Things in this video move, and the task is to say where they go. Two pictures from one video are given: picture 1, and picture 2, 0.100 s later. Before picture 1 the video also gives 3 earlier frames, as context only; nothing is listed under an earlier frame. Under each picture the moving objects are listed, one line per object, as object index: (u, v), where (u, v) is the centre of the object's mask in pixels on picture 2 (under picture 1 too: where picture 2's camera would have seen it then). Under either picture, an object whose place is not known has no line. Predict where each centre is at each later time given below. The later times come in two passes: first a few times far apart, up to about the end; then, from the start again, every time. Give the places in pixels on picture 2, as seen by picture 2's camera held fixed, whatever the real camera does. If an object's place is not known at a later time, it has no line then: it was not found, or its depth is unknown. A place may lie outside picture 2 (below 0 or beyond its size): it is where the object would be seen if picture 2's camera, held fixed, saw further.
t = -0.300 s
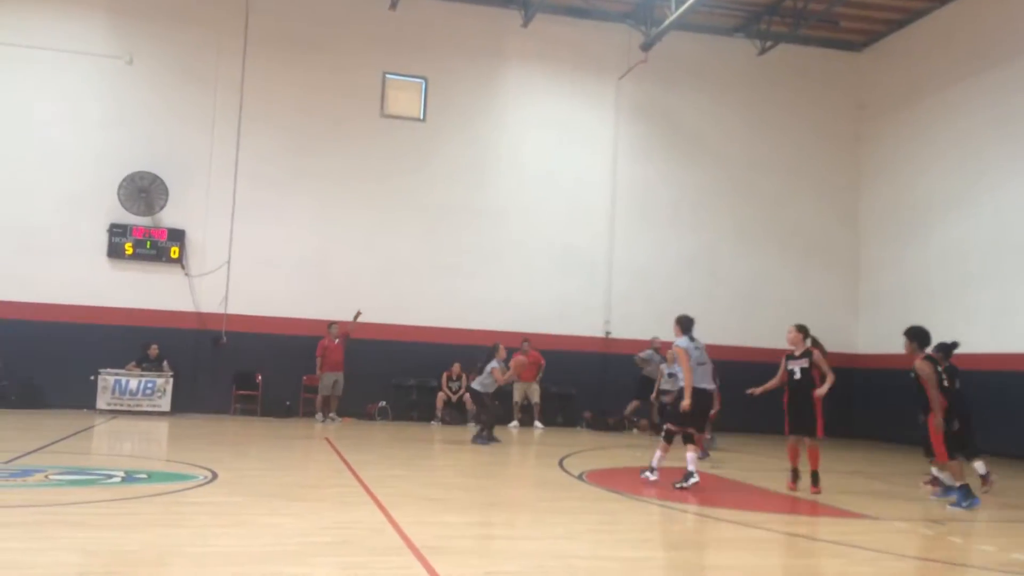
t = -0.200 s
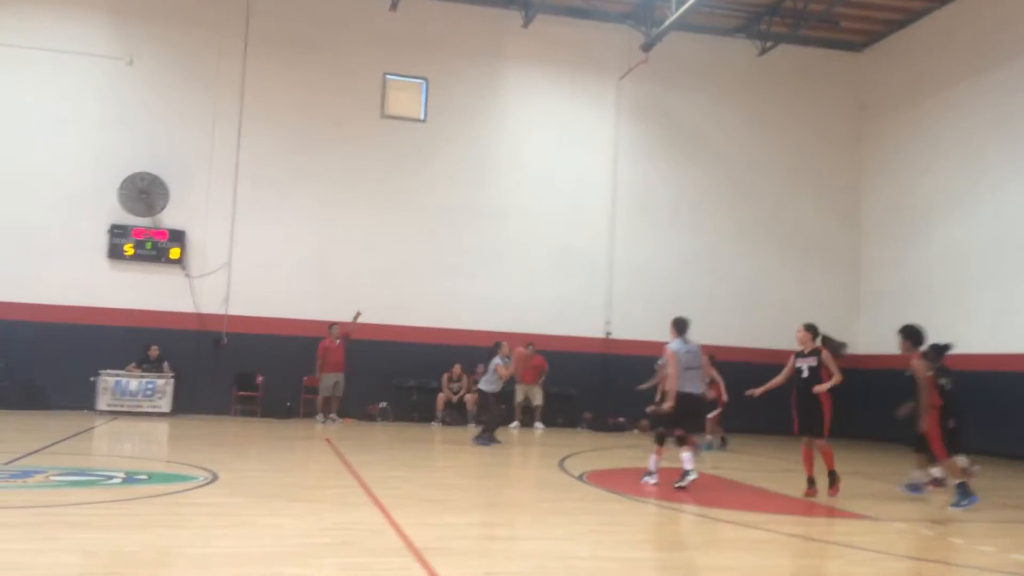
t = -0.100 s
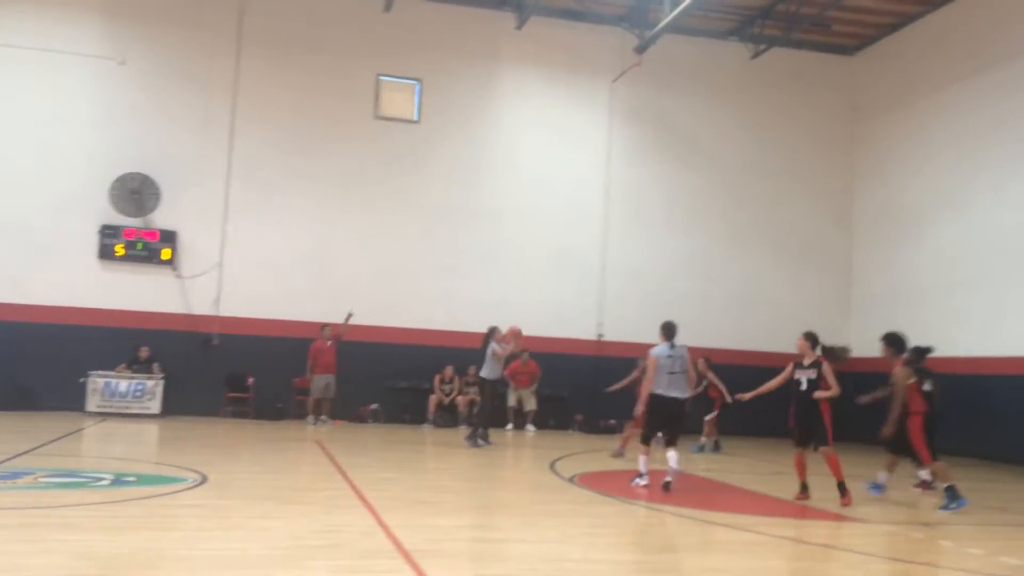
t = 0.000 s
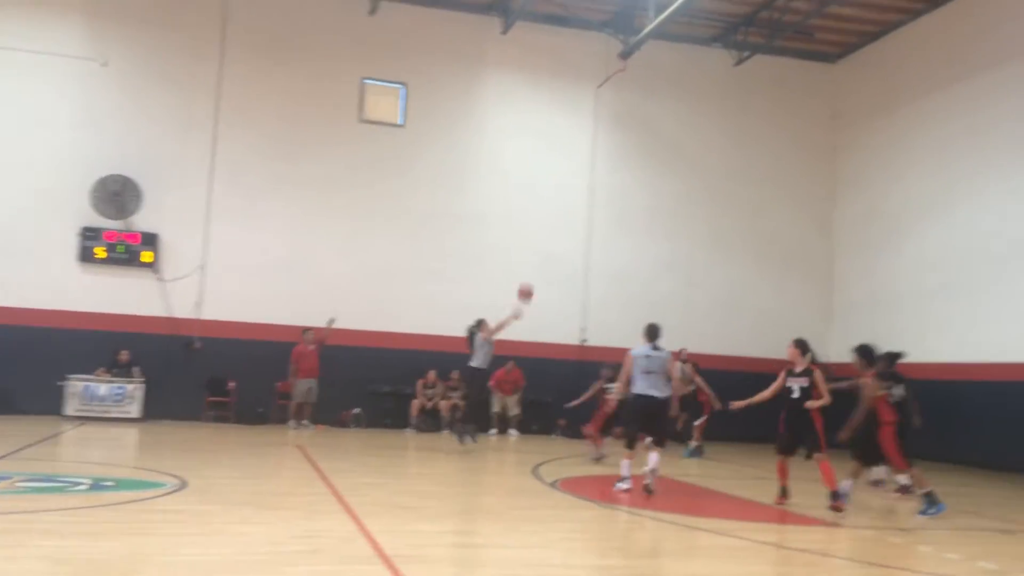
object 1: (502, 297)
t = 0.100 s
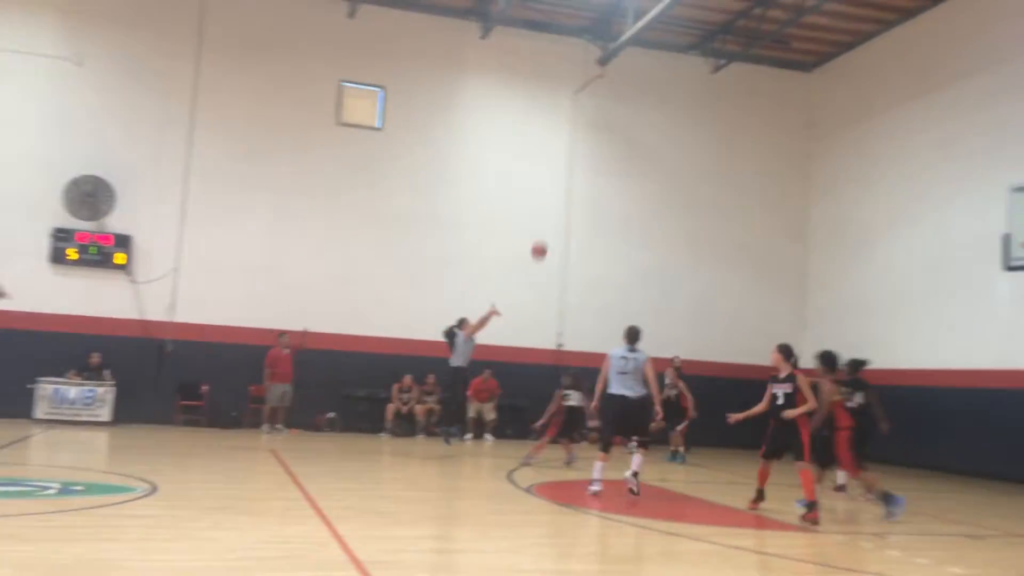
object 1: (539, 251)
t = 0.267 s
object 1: (601, 185)
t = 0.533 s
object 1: (700, 118)
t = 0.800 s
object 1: (801, 98)
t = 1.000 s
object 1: (882, 117)
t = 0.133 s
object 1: (551, 236)
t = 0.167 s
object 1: (564, 222)
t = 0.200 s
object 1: (576, 209)
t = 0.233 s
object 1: (588, 197)
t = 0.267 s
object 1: (601, 185)
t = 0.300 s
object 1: (613, 175)
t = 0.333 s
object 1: (625, 165)
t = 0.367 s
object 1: (637, 156)
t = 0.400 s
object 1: (650, 146)
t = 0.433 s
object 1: (662, 139)
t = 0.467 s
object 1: (674, 131)
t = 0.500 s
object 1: (687, 125)
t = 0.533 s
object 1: (700, 118)
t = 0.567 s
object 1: (712, 114)
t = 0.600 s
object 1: (725, 109)
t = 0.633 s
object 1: (737, 105)
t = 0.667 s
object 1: (749, 102)
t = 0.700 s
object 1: (761, 100)
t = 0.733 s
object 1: (776, 98)
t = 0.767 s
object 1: (788, 97)
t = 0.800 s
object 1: (801, 98)
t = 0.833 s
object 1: (814, 98)
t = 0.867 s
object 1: (829, 100)
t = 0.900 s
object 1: (842, 103)
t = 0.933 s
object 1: (856, 107)
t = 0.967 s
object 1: (869, 111)
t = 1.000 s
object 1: (882, 117)
